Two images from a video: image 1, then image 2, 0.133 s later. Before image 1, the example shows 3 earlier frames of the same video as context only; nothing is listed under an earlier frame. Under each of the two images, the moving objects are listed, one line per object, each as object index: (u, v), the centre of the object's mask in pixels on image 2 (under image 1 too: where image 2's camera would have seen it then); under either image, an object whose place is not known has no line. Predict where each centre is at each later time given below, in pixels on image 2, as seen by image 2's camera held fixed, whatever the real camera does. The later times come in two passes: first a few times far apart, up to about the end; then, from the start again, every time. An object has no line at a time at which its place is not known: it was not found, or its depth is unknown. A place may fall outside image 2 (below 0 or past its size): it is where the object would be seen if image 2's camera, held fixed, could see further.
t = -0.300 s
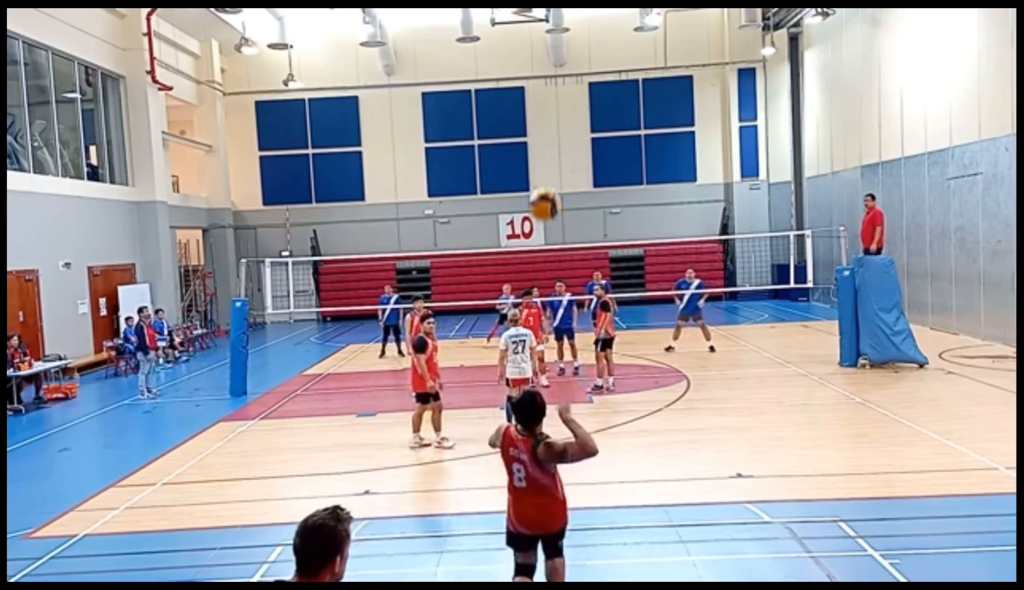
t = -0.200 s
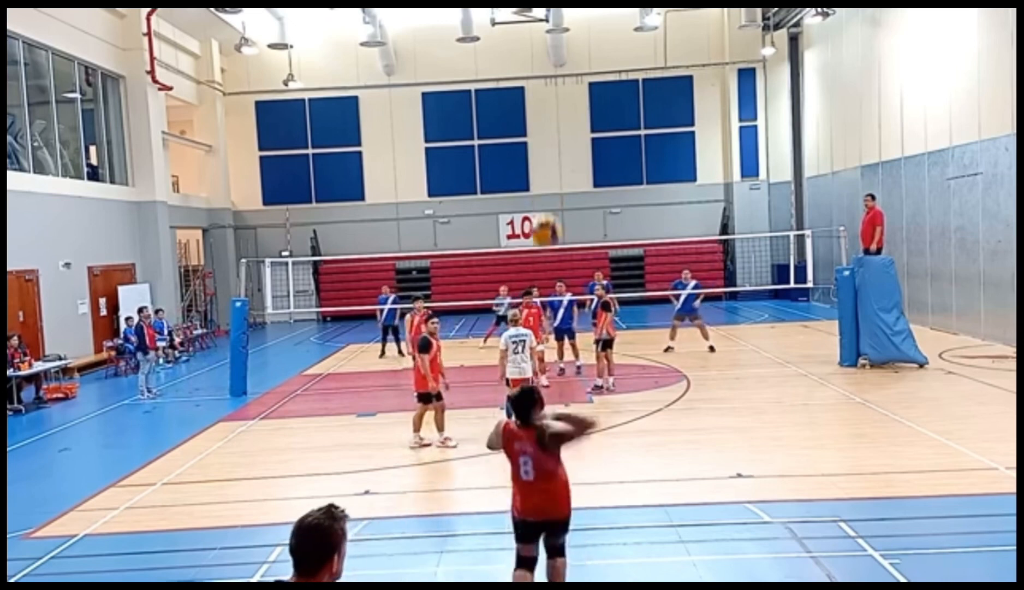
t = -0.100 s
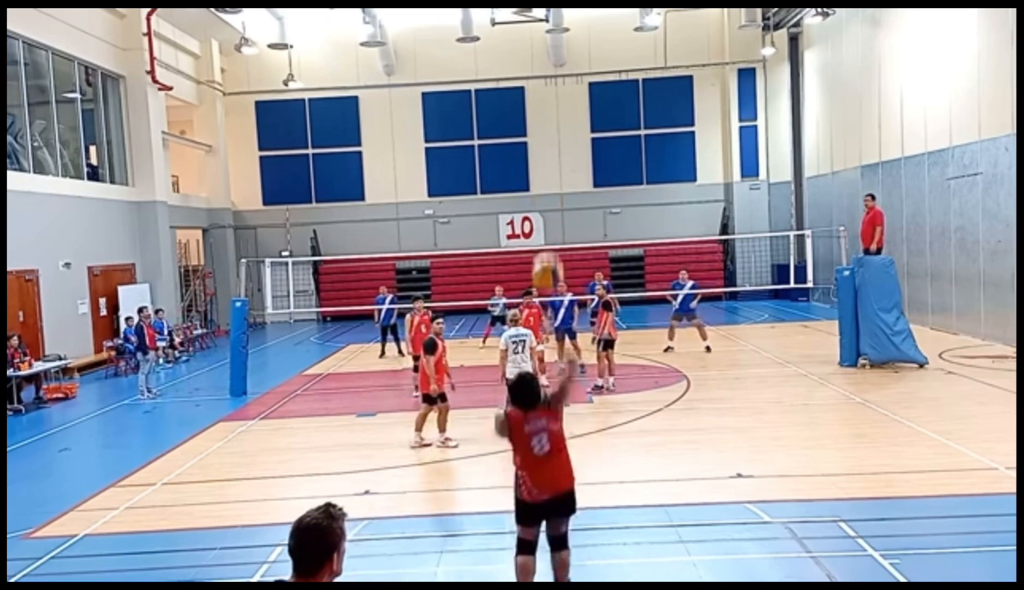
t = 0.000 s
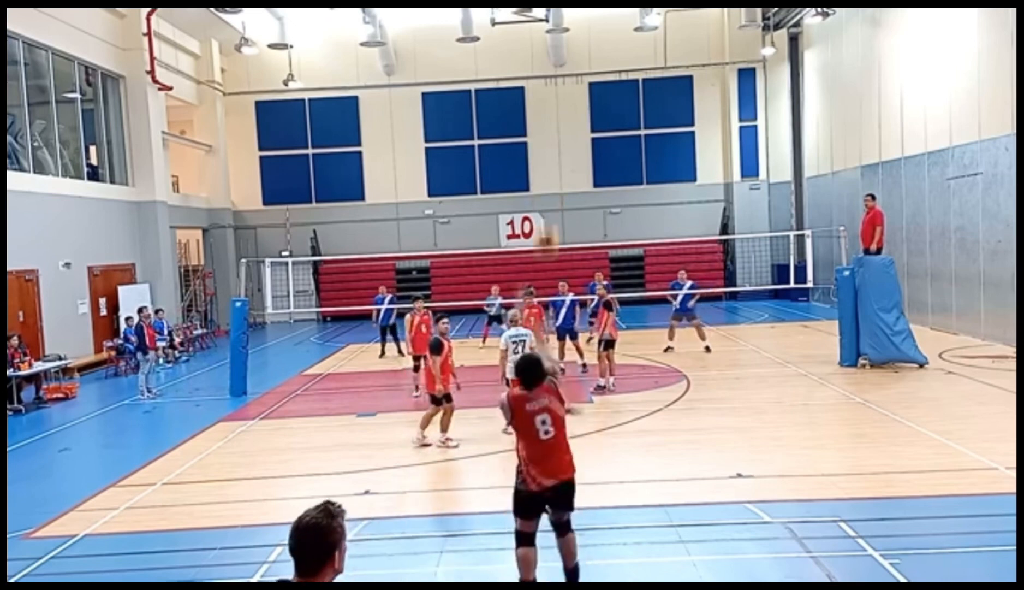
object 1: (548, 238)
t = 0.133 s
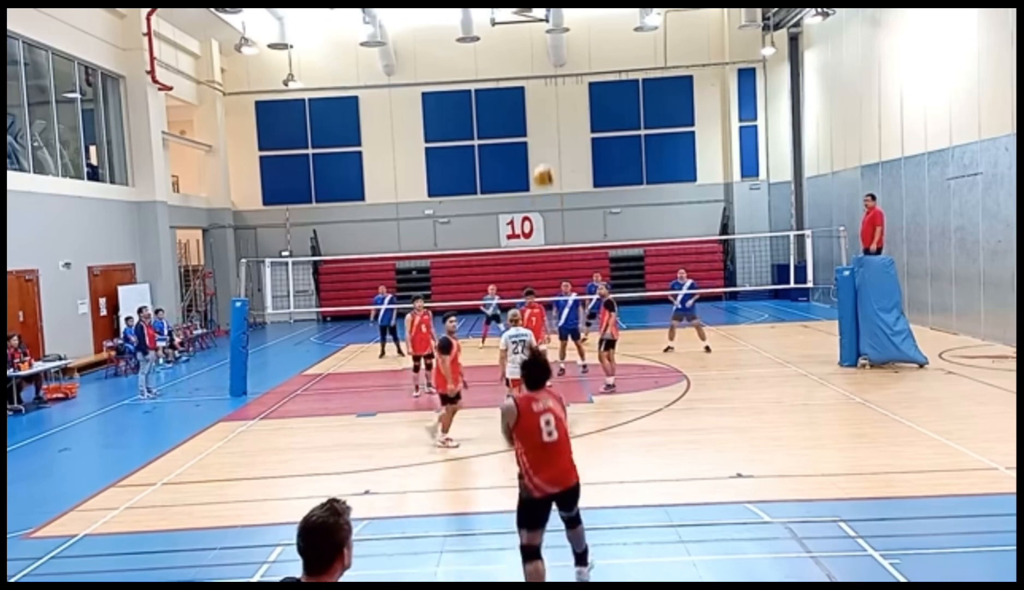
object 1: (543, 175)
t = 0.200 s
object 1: (543, 160)
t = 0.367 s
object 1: (542, 151)
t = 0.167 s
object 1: (543, 167)
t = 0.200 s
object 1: (543, 160)
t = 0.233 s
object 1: (543, 157)
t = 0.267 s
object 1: (543, 153)
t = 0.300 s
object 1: (543, 151)
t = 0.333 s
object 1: (543, 150)
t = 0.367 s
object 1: (542, 151)
